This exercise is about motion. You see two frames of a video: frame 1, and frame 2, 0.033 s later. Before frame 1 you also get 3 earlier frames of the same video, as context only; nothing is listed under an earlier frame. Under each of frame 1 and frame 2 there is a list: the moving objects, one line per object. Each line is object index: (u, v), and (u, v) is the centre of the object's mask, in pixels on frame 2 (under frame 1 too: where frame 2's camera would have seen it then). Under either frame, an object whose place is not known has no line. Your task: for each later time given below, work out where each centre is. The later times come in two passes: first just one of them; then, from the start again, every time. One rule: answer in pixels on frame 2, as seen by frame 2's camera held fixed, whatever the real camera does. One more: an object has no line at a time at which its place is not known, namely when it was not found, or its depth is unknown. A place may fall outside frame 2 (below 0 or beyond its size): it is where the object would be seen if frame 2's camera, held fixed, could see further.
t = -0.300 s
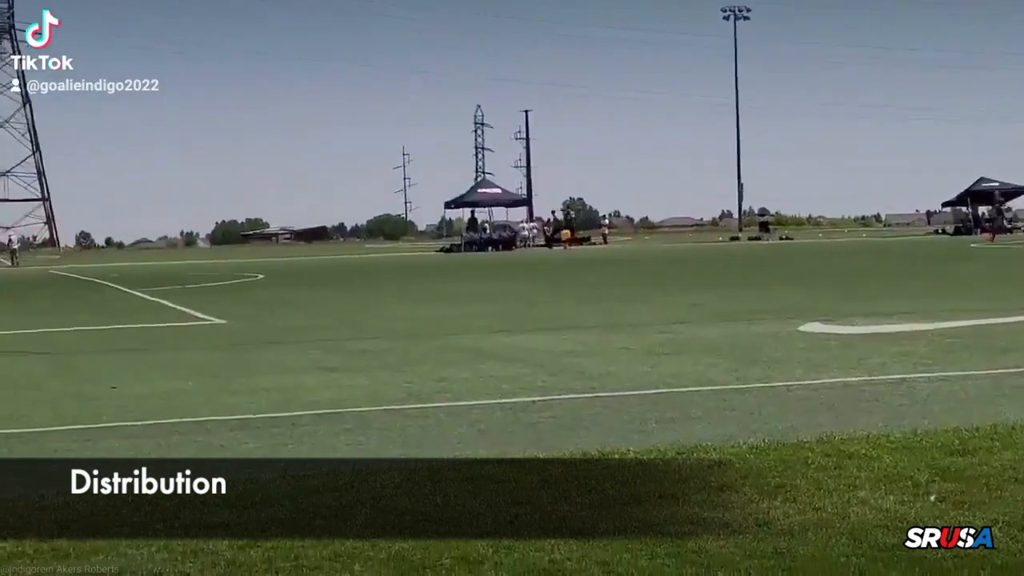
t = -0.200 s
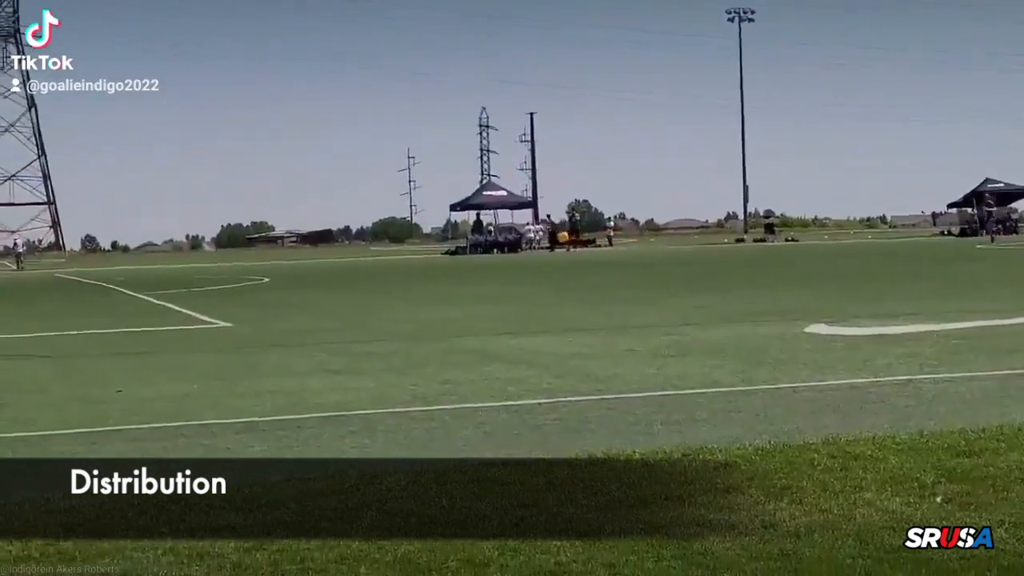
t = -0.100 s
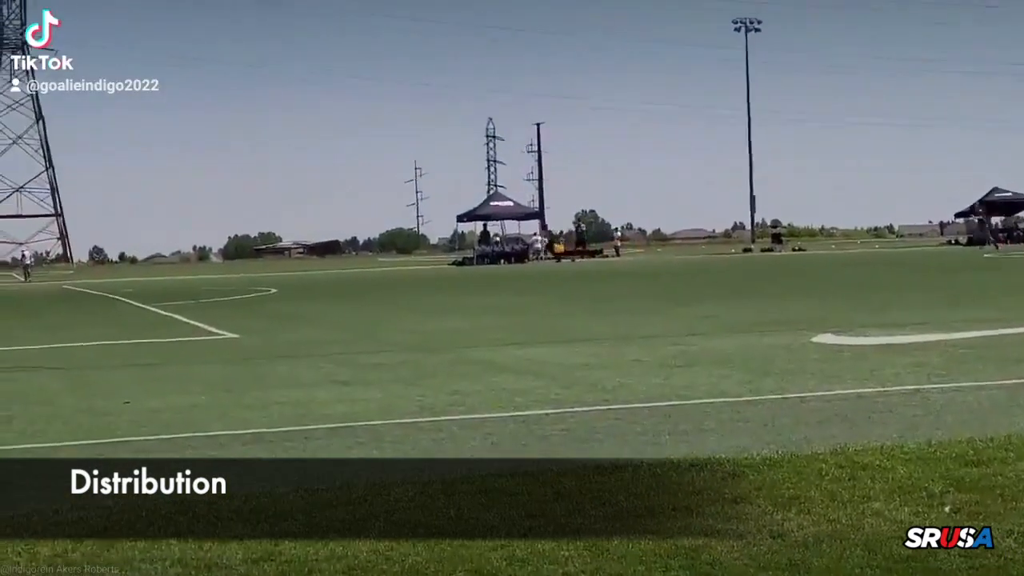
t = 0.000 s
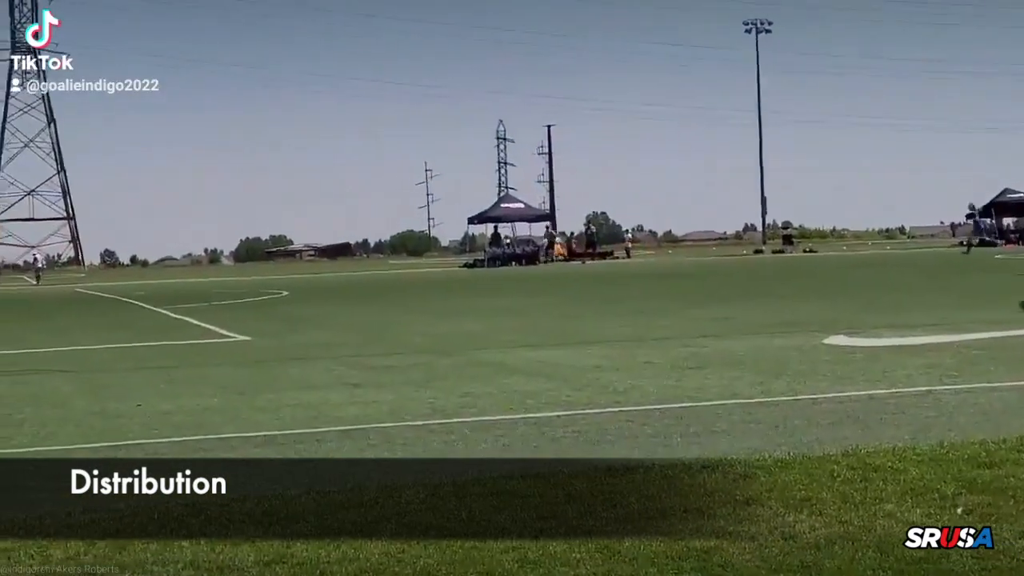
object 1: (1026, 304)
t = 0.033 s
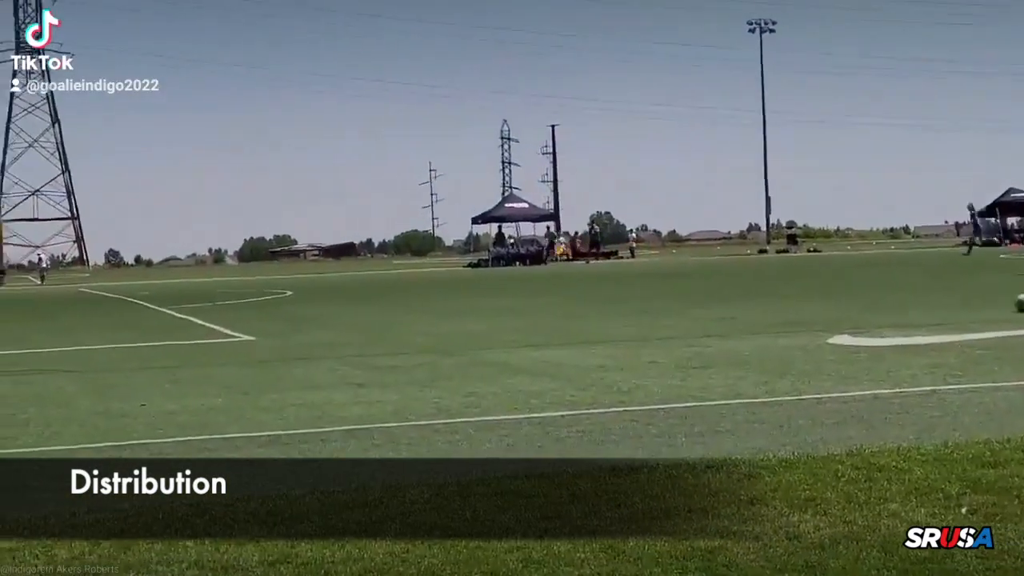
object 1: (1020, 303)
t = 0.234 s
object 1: (970, 308)
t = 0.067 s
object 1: (1013, 304)
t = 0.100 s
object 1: (1005, 304)
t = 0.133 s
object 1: (997, 305)
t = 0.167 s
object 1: (988, 306)
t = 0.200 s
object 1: (979, 308)
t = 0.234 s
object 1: (970, 308)
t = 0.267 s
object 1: (962, 309)
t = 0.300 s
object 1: (953, 309)
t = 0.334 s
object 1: (944, 310)
